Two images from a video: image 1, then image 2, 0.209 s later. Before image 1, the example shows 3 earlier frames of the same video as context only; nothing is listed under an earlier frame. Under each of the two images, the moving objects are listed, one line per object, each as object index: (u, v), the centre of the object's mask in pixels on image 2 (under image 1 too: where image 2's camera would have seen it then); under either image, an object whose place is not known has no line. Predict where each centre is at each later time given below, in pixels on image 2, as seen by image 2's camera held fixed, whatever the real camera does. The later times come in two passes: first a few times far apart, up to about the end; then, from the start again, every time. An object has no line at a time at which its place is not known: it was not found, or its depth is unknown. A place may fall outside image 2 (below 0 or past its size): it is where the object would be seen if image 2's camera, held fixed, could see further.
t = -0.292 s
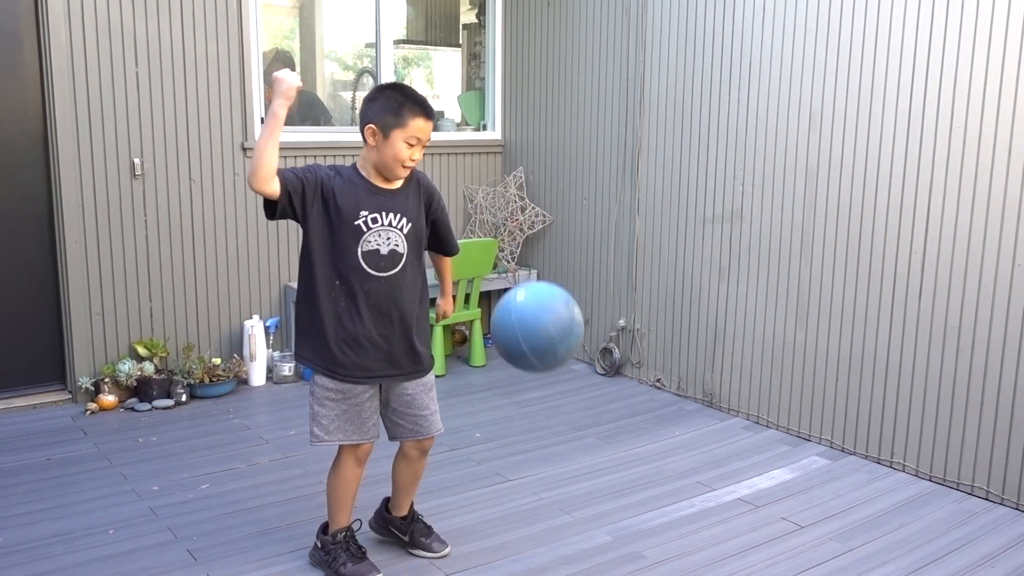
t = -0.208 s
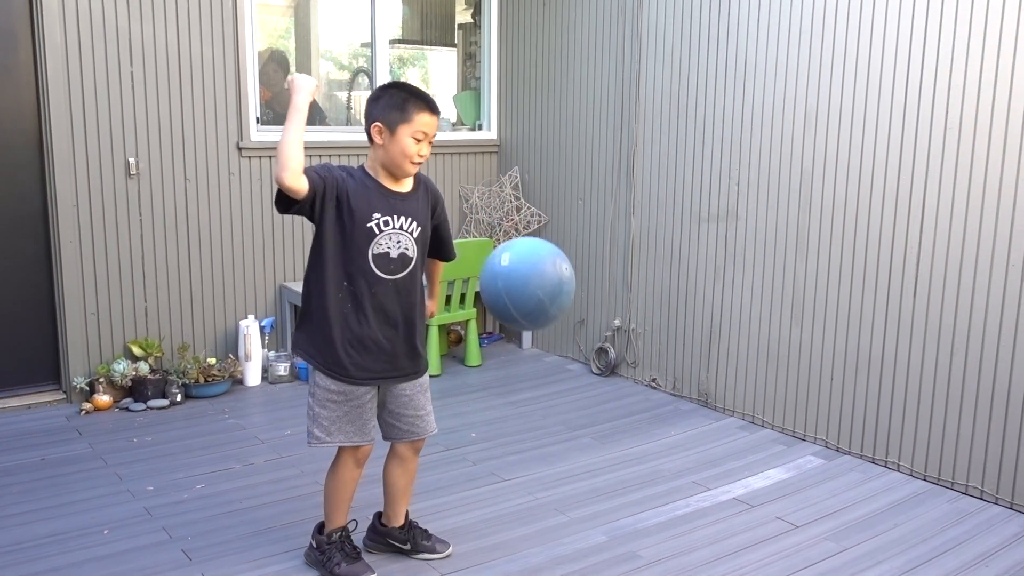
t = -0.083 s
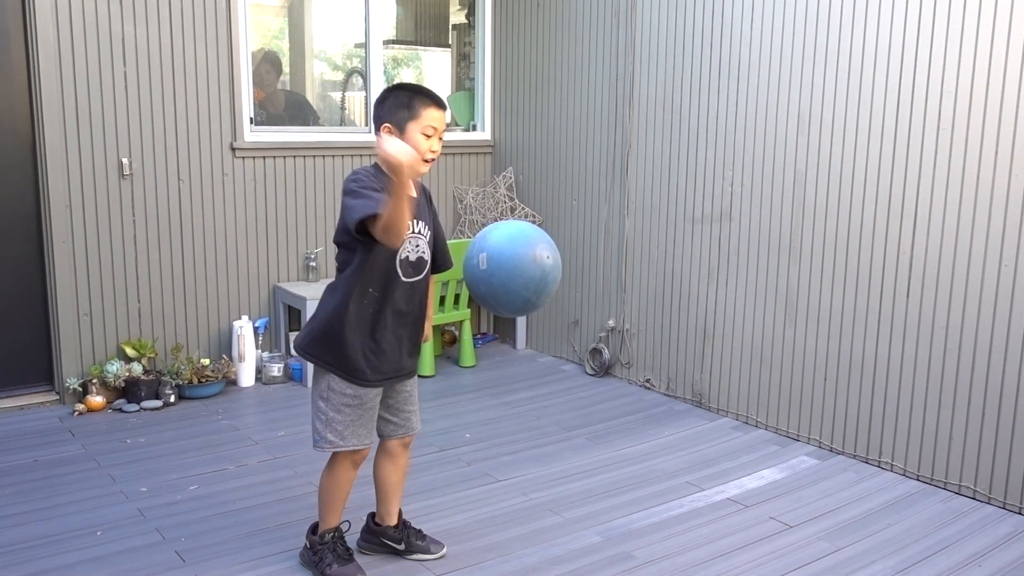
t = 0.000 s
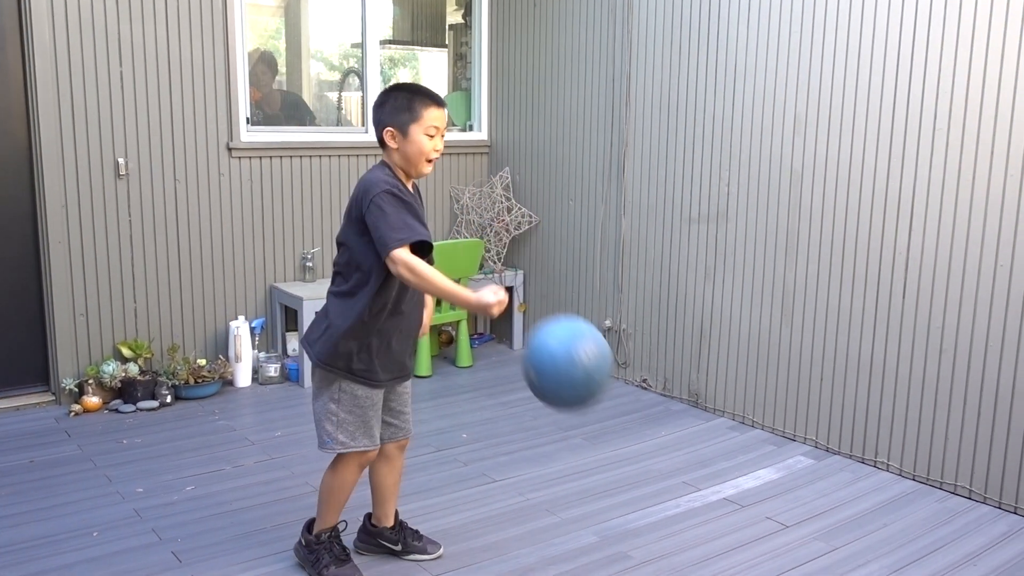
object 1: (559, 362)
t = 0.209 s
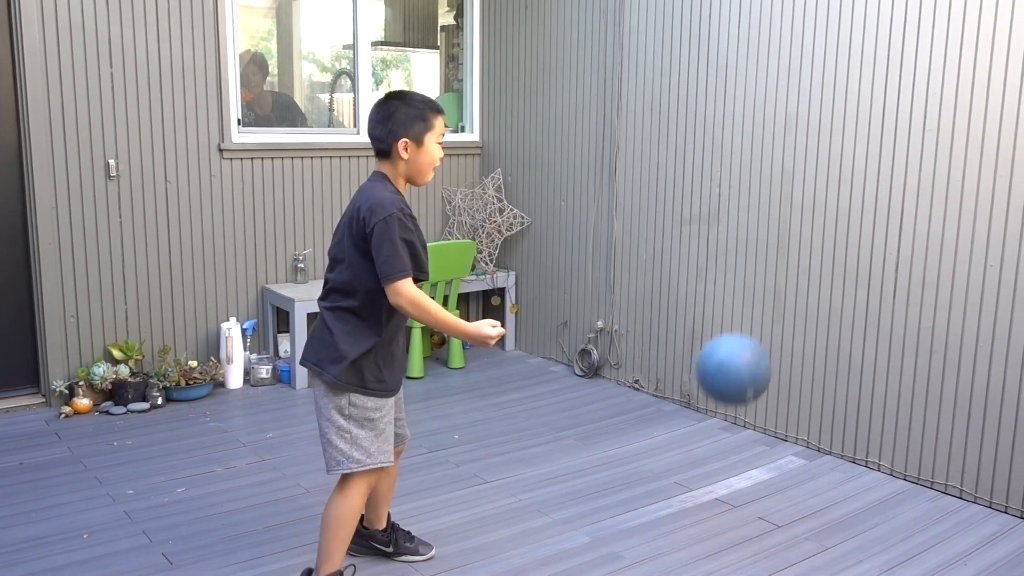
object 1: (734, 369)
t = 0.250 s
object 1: (756, 314)
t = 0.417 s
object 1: (838, 155)
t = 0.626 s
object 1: (844, 67)
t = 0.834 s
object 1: (757, 89)
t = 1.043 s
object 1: (649, 274)
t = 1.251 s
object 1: (539, 533)
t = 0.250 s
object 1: (756, 314)
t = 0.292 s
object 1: (777, 265)
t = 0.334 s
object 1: (798, 222)
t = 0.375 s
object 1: (819, 185)
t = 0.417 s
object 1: (838, 155)
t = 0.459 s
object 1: (857, 131)
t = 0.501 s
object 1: (875, 112)
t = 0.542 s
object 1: (873, 94)
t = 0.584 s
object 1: (859, 78)
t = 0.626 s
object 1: (844, 67)
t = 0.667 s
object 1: (828, 61)
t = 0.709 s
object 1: (812, 59)
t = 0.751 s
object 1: (794, 63)
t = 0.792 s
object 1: (776, 73)
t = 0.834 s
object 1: (757, 89)
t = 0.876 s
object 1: (737, 111)
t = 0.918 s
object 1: (717, 141)
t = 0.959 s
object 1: (695, 178)
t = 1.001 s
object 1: (673, 222)
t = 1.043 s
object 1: (649, 274)
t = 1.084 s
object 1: (625, 332)
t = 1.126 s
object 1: (599, 398)
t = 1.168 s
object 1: (574, 471)
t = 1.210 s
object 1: (548, 540)
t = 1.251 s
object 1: (539, 533)
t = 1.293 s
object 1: (534, 484)
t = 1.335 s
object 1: (527, 437)
